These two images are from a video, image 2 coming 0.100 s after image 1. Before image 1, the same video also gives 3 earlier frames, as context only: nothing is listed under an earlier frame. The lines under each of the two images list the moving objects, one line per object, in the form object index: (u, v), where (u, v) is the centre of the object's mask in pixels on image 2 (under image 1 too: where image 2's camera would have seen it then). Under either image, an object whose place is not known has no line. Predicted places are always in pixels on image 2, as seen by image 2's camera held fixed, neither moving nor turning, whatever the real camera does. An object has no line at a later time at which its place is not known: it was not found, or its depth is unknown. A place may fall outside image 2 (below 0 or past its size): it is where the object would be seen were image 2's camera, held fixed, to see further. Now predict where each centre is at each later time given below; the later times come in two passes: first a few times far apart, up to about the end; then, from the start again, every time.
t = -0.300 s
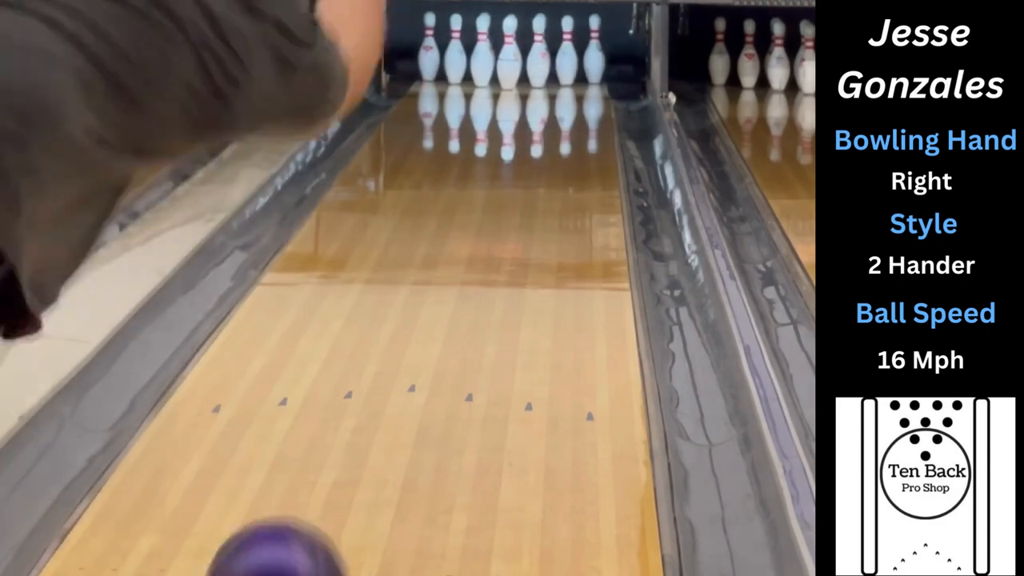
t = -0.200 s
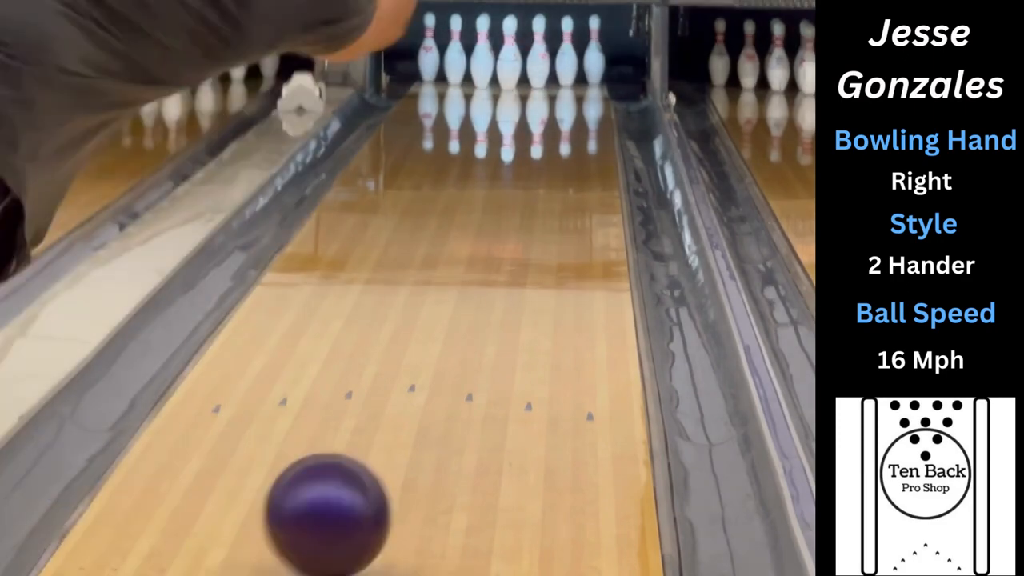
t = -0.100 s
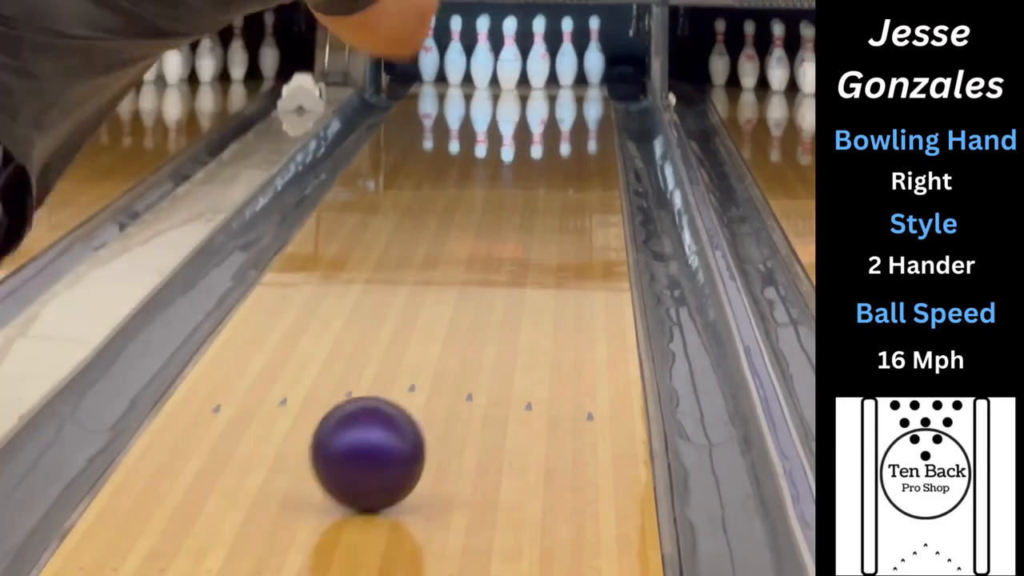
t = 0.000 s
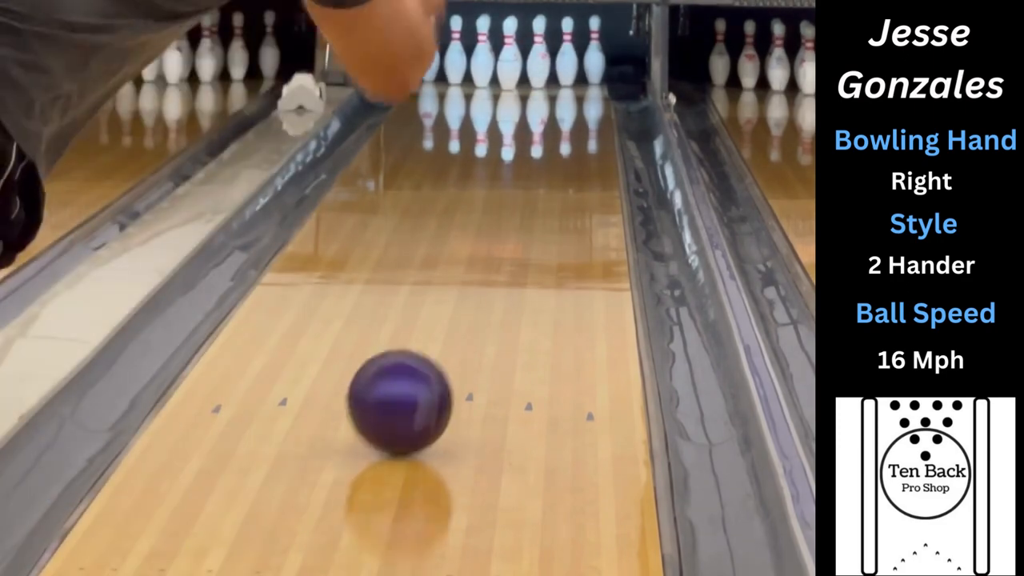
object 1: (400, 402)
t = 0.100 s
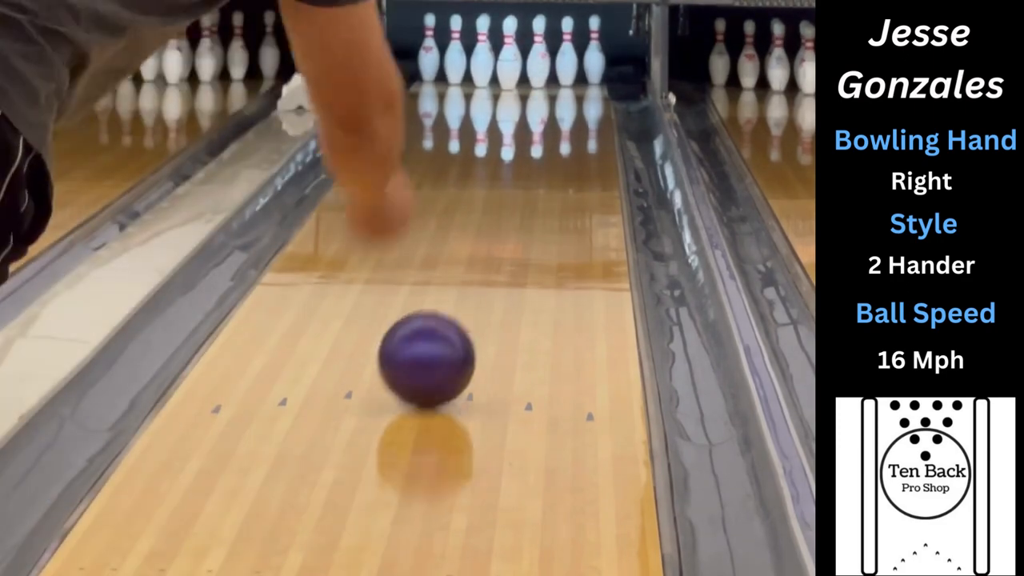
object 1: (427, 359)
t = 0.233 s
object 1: (455, 313)
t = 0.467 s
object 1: (490, 251)
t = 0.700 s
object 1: (512, 204)
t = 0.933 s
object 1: (525, 168)
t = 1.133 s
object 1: (531, 142)
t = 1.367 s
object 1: (533, 118)
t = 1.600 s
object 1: (527, 98)
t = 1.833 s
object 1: (513, 82)
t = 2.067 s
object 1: (488, 69)
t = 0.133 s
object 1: (434, 347)
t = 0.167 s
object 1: (441, 336)
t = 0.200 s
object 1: (448, 324)
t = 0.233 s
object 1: (455, 313)
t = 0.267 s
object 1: (461, 303)
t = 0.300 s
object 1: (466, 294)
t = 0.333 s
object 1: (471, 284)
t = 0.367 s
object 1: (477, 276)
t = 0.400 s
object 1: (481, 267)
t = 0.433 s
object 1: (485, 259)
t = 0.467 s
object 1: (490, 251)
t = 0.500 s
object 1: (493, 244)
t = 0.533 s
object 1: (497, 236)
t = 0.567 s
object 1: (501, 230)
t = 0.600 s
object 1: (504, 223)
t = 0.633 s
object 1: (507, 217)
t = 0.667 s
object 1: (509, 211)
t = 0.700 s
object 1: (512, 204)
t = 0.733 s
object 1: (514, 199)
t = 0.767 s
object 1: (516, 193)
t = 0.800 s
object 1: (518, 188)
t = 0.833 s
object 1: (520, 183)
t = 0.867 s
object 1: (522, 178)
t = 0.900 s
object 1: (524, 173)
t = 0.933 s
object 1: (525, 168)
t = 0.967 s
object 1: (526, 163)
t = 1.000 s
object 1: (528, 159)
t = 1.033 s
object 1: (529, 155)
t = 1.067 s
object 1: (530, 150)
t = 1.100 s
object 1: (530, 146)
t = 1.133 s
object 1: (531, 142)
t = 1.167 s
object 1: (532, 138)
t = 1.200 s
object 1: (533, 135)
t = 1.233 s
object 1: (533, 131)
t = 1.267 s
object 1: (533, 128)
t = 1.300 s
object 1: (534, 125)
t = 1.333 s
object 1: (533, 121)
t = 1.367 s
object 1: (533, 118)
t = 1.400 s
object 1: (533, 115)
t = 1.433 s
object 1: (532, 112)
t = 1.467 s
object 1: (532, 110)
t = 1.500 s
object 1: (530, 107)
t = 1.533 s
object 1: (529, 104)
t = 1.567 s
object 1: (528, 101)
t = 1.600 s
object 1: (527, 98)
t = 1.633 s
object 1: (525, 96)
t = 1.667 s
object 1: (524, 93)
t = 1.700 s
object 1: (522, 91)
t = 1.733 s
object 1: (520, 89)
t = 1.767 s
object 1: (518, 87)
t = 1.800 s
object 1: (515, 85)
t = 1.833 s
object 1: (513, 82)
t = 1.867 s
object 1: (511, 80)
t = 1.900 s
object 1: (508, 78)
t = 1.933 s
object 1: (505, 76)
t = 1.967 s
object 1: (503, 74)
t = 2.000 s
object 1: (500, 72)
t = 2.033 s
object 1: (495, 70)
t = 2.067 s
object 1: (488, 69)
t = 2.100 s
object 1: (484, 68)
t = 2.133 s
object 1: (480, 68)
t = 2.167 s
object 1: (477, 66)
